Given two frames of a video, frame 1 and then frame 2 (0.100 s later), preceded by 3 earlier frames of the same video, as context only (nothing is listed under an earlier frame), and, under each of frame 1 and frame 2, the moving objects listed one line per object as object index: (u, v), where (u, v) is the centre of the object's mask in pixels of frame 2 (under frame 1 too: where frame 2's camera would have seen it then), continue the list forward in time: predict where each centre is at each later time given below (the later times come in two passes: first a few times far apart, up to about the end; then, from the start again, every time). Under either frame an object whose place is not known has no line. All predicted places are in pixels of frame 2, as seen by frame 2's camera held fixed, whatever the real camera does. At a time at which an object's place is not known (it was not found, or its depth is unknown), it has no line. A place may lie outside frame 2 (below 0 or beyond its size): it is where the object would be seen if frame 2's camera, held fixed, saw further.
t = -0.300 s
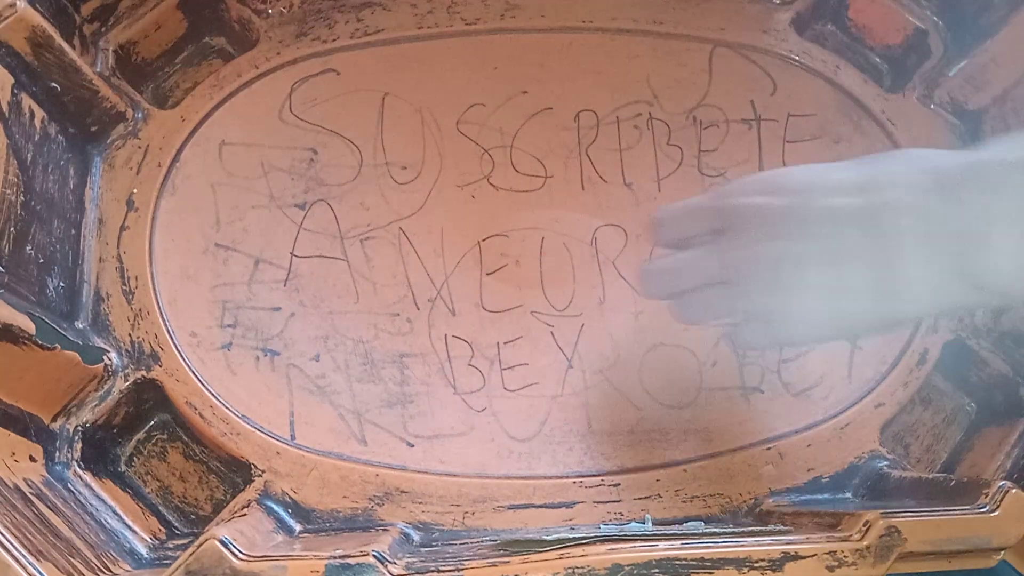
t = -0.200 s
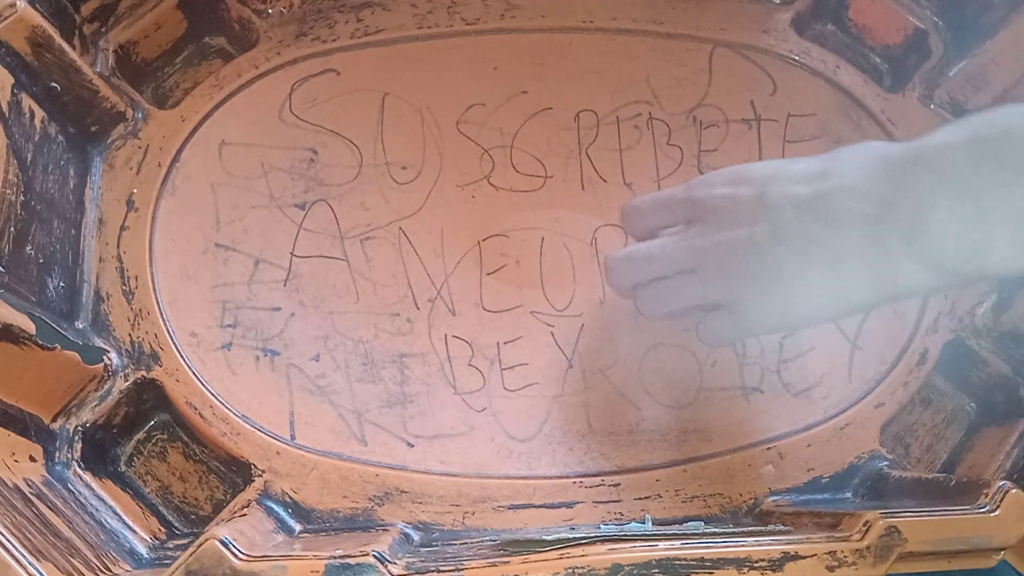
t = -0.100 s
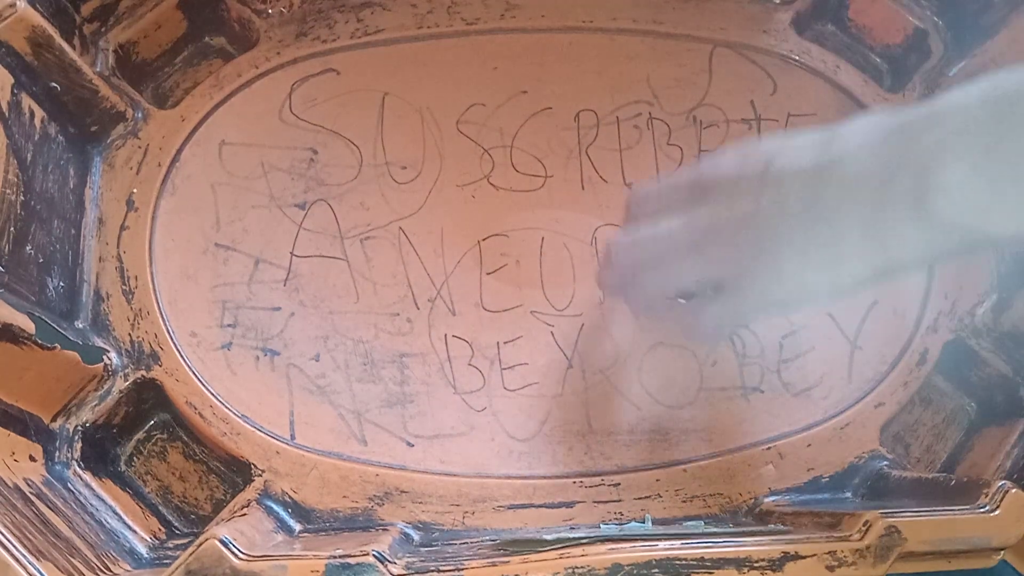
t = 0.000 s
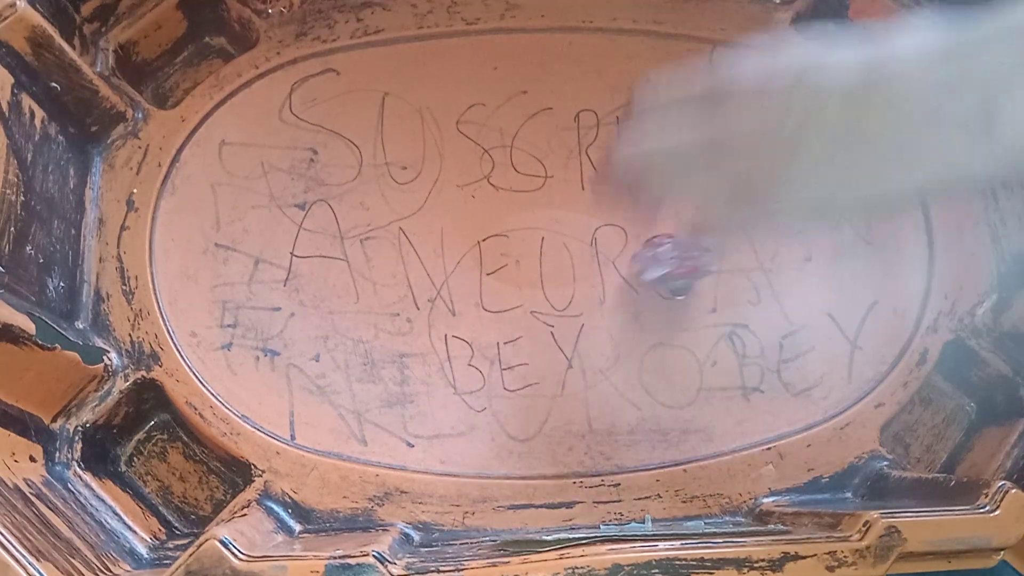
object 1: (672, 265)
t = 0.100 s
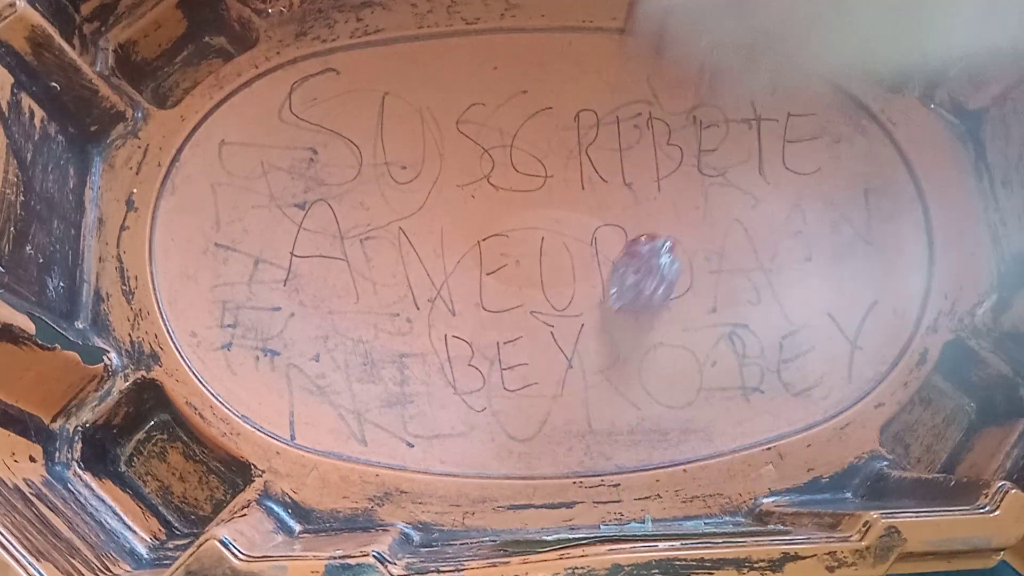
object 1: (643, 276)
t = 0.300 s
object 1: (630, 304)
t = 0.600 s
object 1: (624, 275)
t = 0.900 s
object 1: (624, 271)
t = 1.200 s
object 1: (624, 270)
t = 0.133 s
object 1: (635, 281)
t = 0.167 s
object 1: (630, 288)
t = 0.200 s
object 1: (627, 295)
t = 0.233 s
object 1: (627, 299)
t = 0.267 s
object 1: (629, 302)
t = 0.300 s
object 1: (630, 304)
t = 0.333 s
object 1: (629, 303)
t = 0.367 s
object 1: (627, 300)
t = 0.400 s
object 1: (626, 296)
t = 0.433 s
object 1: (624, 293)
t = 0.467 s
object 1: (623, 288)
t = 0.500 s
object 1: (623, 284)
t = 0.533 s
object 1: (623, 281)
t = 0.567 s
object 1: (623, 278)
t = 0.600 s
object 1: (624, 275)
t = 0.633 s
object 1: (625, 273)
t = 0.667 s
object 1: (626, 269)
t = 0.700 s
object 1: (627, 267)
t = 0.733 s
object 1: (627, 268)
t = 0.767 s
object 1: (627, 268)
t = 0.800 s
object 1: (626, 269)
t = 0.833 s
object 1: (624, 271)
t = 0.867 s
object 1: (624, 272)
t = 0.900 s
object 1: (624, 271)
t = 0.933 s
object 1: (624, 270)
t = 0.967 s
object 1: (624, 269)
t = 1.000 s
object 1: (624, 269)
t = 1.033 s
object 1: (624, 269)
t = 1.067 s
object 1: (624, 269)
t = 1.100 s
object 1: (624, 269)
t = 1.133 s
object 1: (624, 269)
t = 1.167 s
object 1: (624, 269)
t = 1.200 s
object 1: (624, 270)
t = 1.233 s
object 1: (624, 269)
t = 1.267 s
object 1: (624, 269)
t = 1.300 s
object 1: (624, 269)
